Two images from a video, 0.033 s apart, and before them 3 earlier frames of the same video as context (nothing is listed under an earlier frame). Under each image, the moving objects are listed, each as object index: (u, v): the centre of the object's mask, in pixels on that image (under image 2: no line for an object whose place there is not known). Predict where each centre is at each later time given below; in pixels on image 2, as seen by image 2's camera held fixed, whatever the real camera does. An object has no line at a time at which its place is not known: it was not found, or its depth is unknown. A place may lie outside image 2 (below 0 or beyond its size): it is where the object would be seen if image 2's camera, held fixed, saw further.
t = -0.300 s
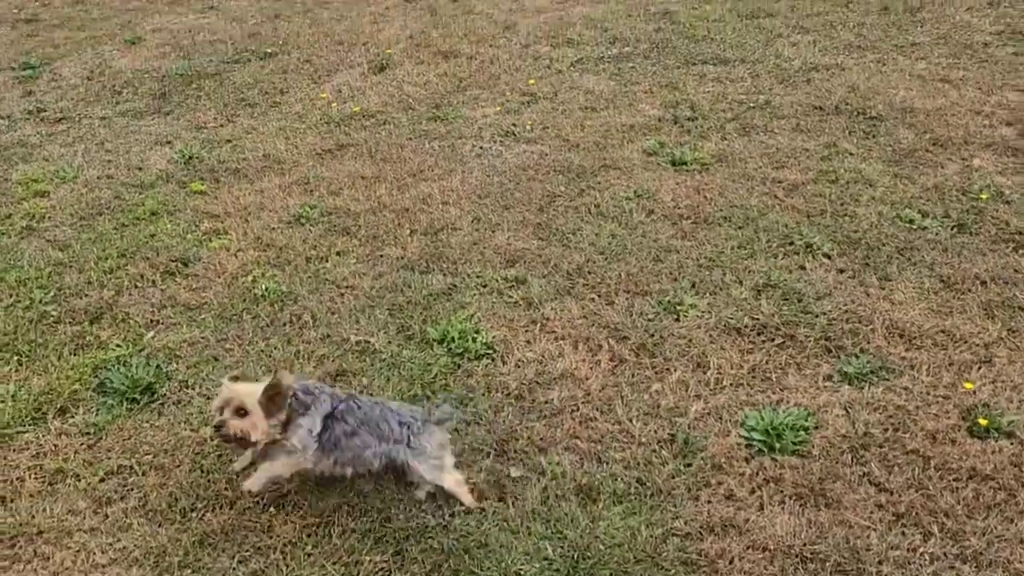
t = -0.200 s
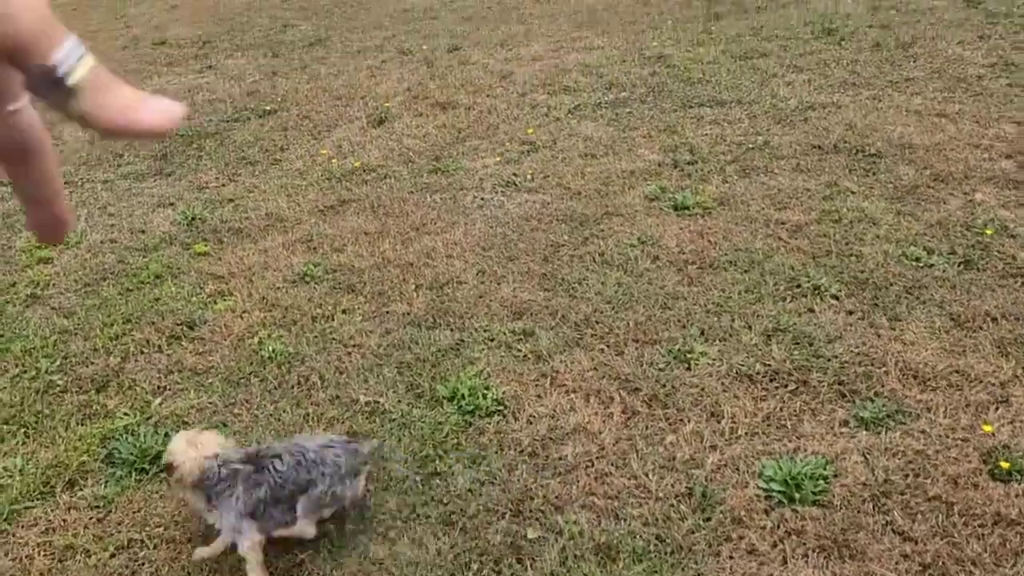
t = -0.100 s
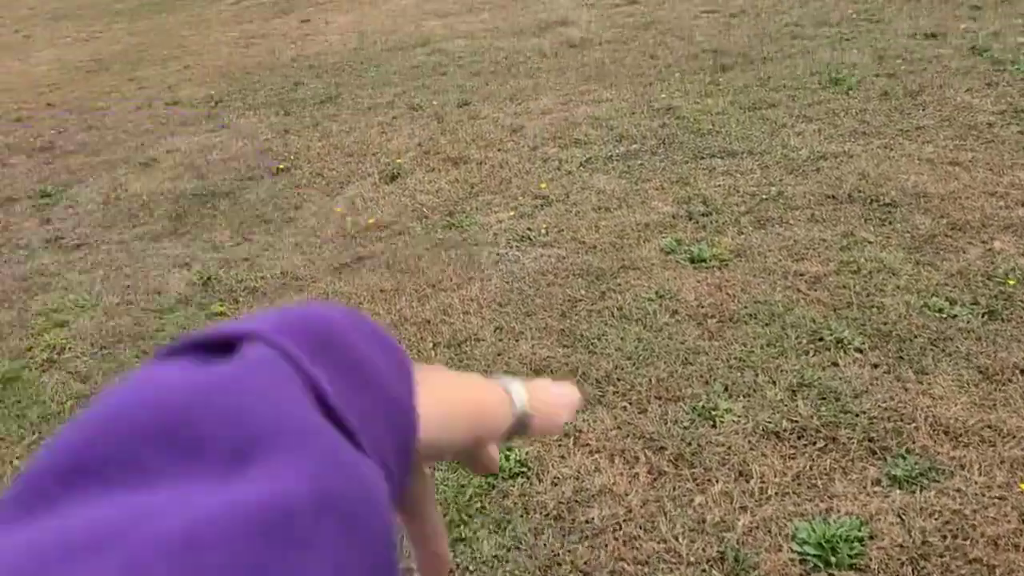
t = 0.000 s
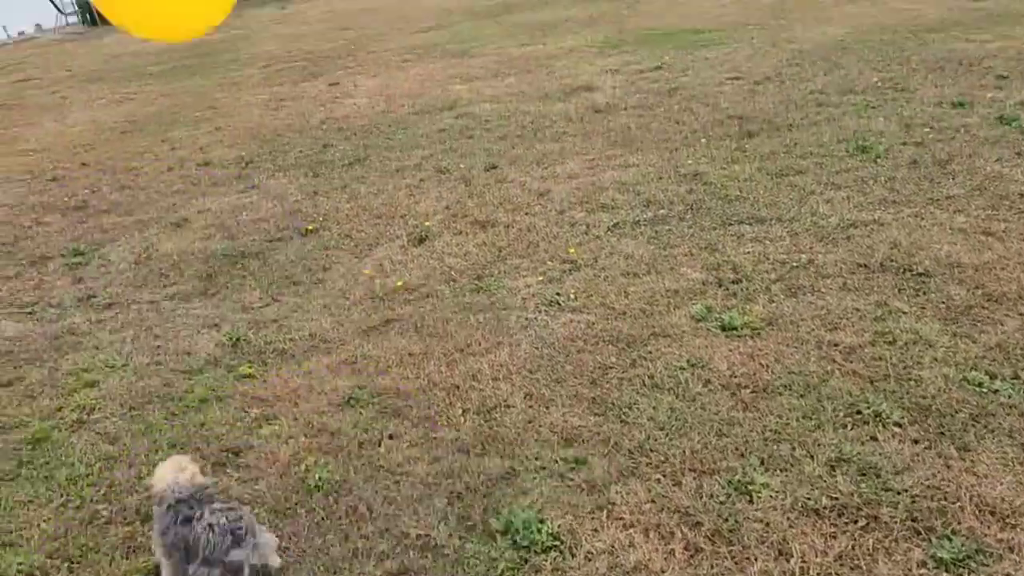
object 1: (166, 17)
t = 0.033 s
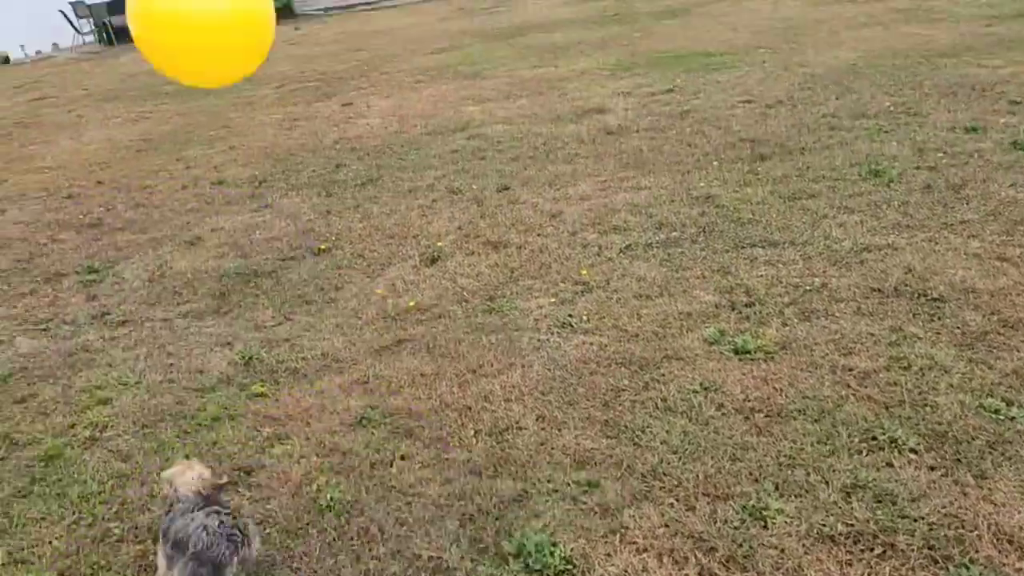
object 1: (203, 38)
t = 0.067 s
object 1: (220, 46)
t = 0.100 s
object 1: (237, 74)
